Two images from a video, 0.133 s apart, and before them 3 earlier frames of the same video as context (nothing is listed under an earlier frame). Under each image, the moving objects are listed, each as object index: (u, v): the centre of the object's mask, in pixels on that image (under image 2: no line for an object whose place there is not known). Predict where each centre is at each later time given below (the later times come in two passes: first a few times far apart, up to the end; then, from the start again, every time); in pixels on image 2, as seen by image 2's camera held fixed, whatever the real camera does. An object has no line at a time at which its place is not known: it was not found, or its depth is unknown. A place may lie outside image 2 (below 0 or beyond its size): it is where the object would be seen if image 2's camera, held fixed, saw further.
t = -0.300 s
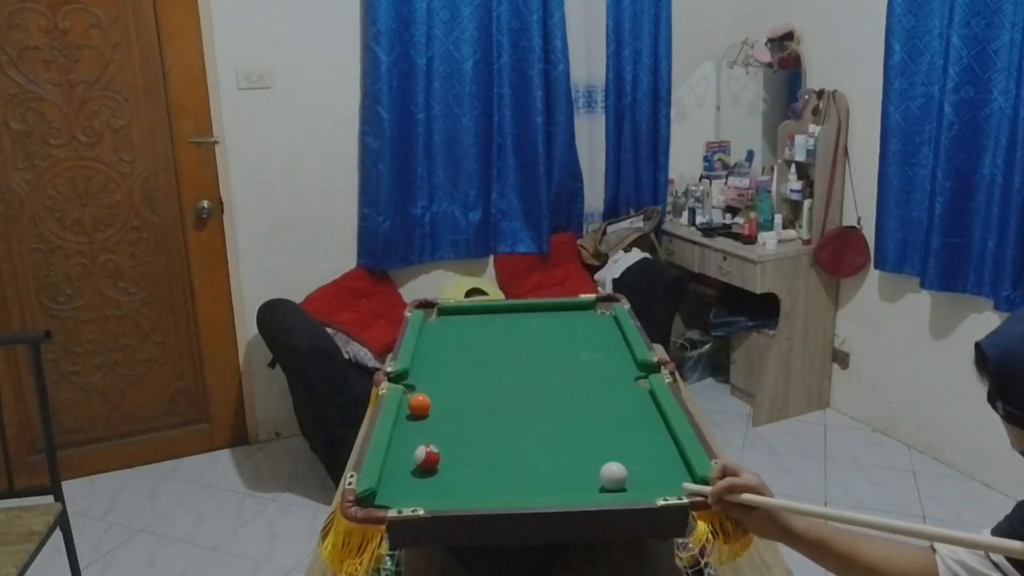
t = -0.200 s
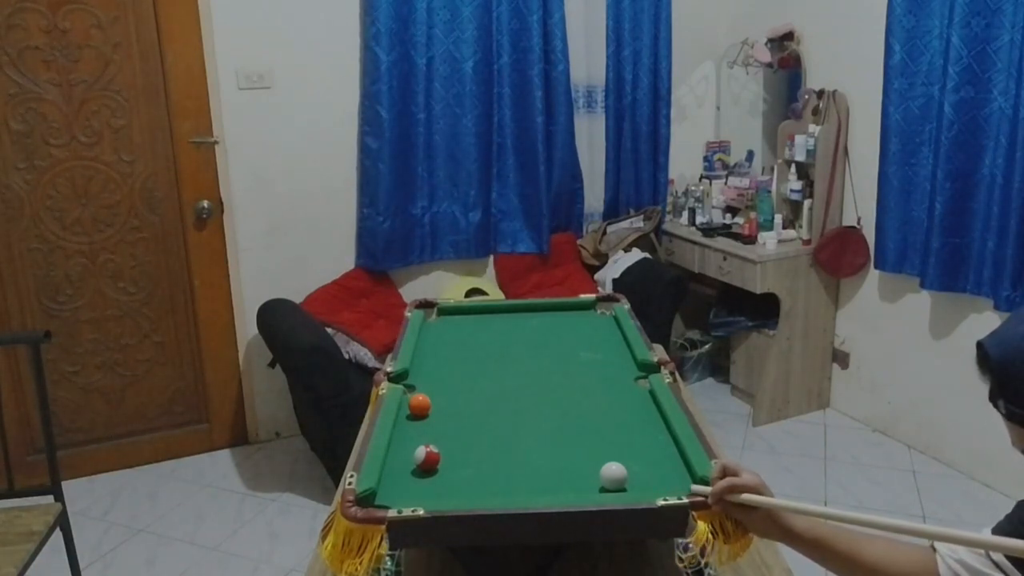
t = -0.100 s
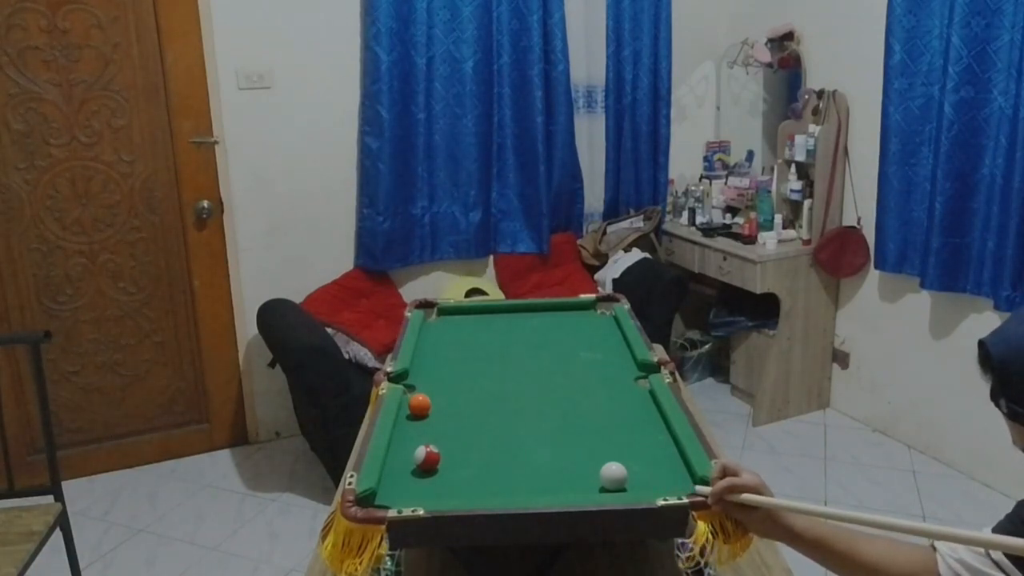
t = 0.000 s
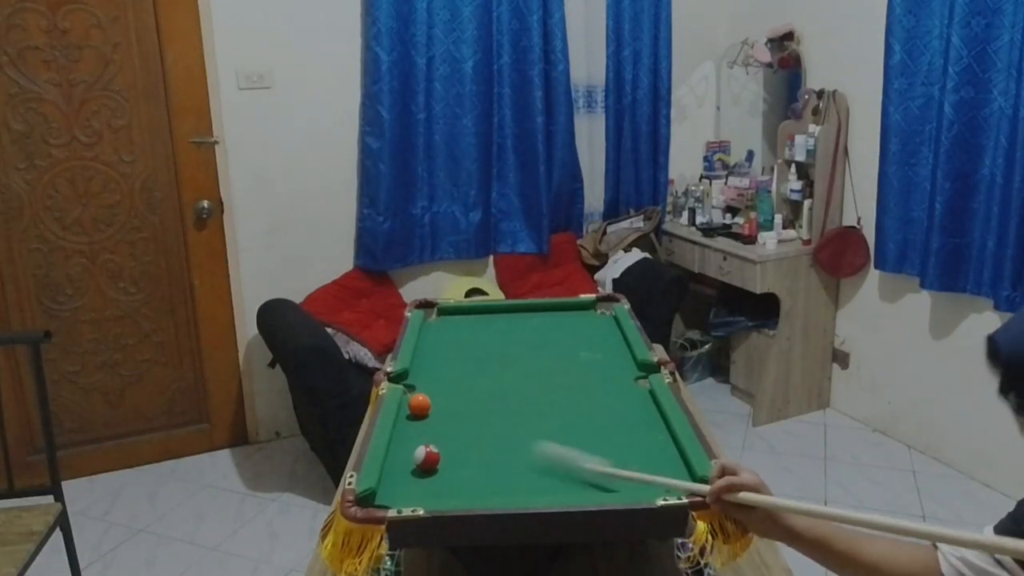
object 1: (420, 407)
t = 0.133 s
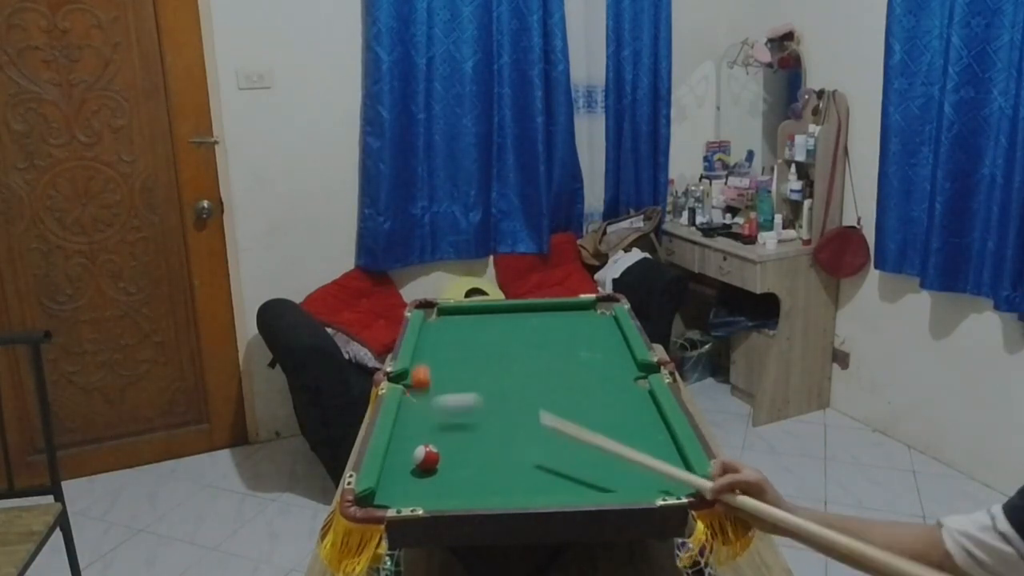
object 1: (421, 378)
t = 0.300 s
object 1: (432, 326)
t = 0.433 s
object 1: (425, 310)
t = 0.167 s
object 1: (421, 365)
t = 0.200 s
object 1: (423, 353)
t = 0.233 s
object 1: (426, 343)
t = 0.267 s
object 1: (429, 334)
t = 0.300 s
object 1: (432, 326)
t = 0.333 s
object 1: (434, 318)
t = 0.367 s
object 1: (436, 312)
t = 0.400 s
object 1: (430, 308)
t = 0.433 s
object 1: (425, 310)
